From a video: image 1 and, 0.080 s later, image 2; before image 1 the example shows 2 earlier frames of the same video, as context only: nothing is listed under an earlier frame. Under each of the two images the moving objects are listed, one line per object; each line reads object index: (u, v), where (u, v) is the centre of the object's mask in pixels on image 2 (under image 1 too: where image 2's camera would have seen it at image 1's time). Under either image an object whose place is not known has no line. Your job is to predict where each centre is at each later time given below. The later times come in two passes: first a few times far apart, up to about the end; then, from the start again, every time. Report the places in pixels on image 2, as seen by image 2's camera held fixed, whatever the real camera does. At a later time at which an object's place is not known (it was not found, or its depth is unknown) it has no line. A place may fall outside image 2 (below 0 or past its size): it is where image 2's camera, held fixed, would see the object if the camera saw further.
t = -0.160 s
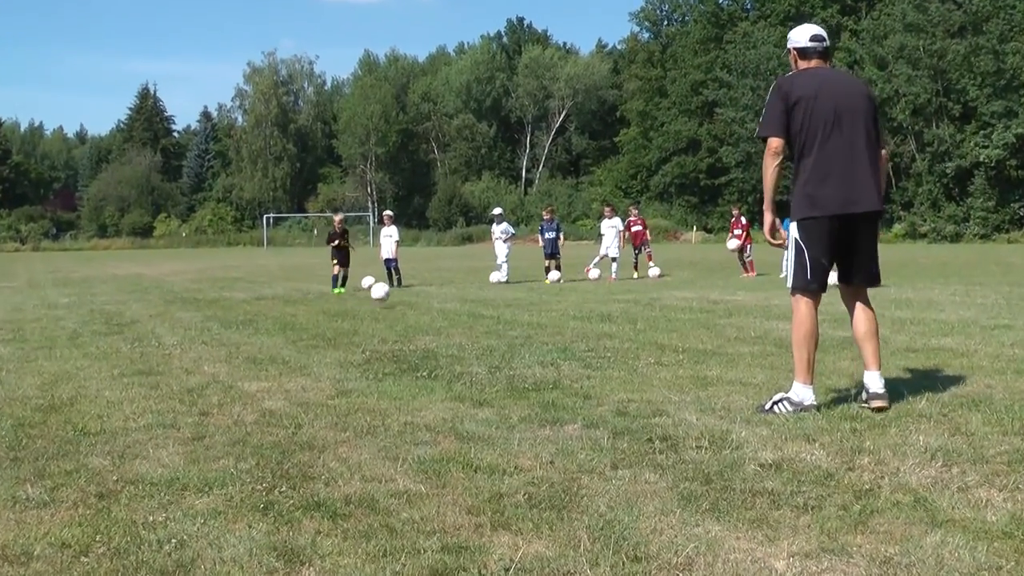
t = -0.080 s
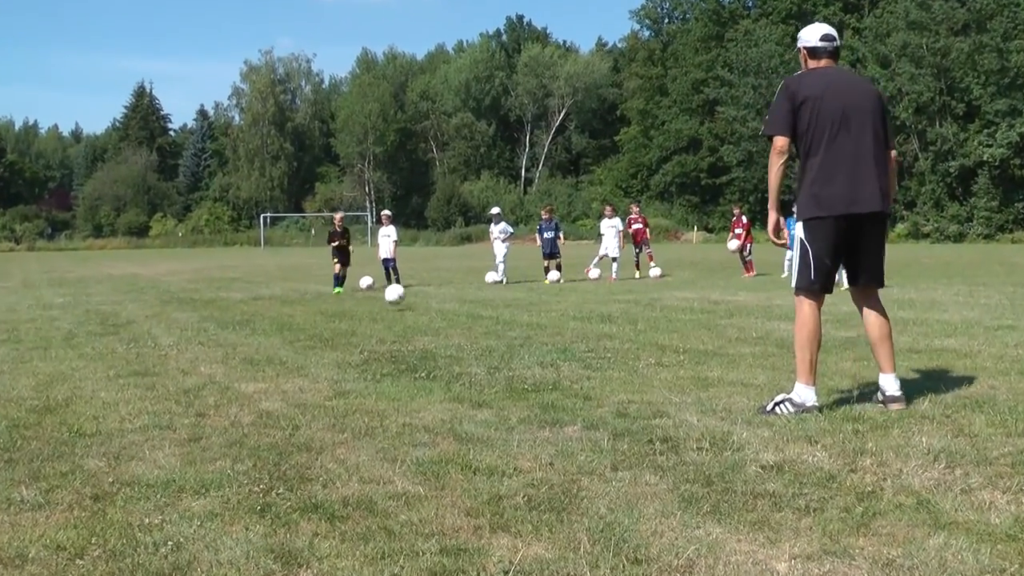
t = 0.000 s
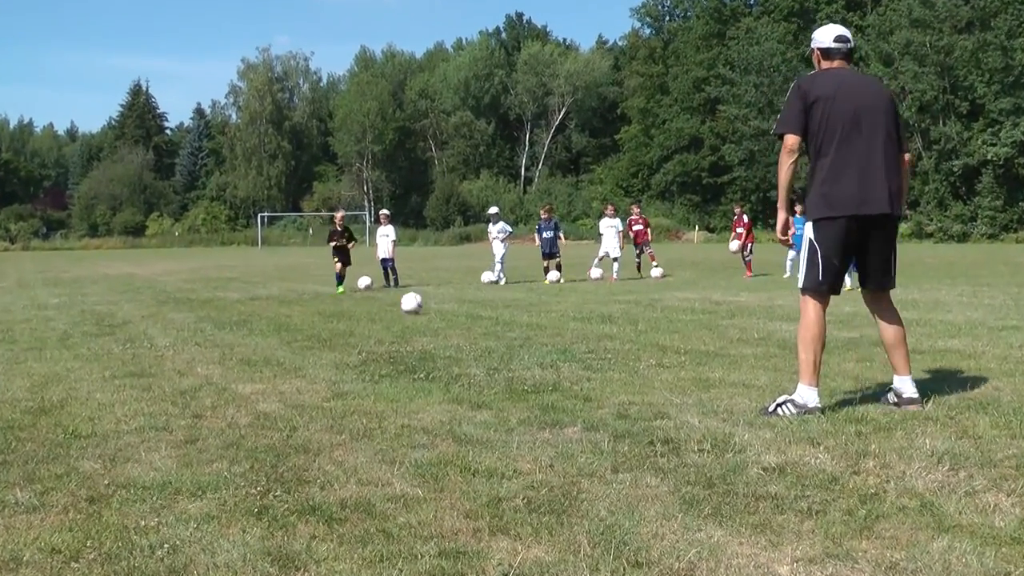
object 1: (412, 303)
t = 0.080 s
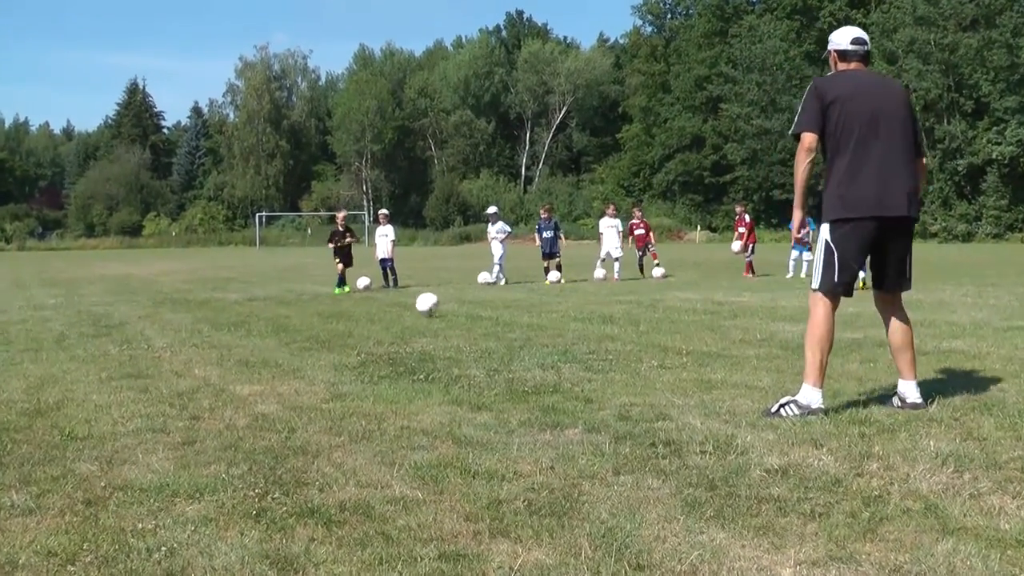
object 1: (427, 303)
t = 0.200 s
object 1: (449, 299)
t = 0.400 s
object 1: (490, 316)
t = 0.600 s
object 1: (540, 325)
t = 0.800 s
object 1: (600, 336)
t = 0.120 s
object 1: (433, 300)
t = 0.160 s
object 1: (440, 298)
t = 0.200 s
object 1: (449, 299)
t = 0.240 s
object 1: (455, 301)
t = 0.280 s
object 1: (463, 306)
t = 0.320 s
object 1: (472, 312)
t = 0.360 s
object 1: (482, 317)
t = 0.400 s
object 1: (490, 316)
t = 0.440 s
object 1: (500, 315)
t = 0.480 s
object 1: (509, 316)
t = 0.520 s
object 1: (519, 320)
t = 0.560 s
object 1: (529, 324)
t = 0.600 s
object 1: (540, 325)
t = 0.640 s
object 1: (551, 327)
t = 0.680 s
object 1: (561, 329)
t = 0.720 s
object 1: (574, 332)
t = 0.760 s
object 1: (586, 333)
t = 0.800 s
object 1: (600, 336)
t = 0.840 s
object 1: (613, 337)
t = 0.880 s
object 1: (626, 339)
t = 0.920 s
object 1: (642, 343)
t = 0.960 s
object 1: (656, 345)
